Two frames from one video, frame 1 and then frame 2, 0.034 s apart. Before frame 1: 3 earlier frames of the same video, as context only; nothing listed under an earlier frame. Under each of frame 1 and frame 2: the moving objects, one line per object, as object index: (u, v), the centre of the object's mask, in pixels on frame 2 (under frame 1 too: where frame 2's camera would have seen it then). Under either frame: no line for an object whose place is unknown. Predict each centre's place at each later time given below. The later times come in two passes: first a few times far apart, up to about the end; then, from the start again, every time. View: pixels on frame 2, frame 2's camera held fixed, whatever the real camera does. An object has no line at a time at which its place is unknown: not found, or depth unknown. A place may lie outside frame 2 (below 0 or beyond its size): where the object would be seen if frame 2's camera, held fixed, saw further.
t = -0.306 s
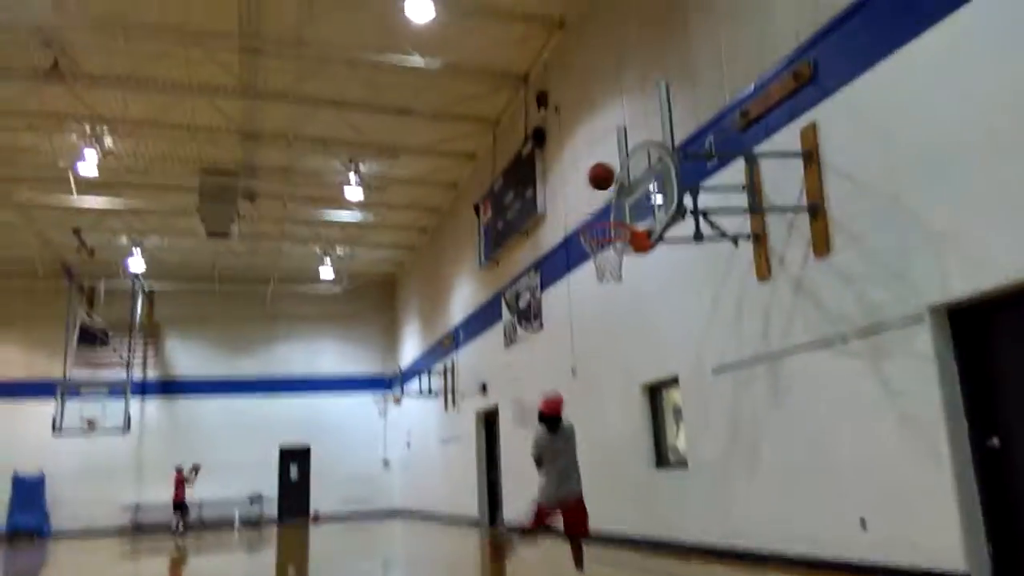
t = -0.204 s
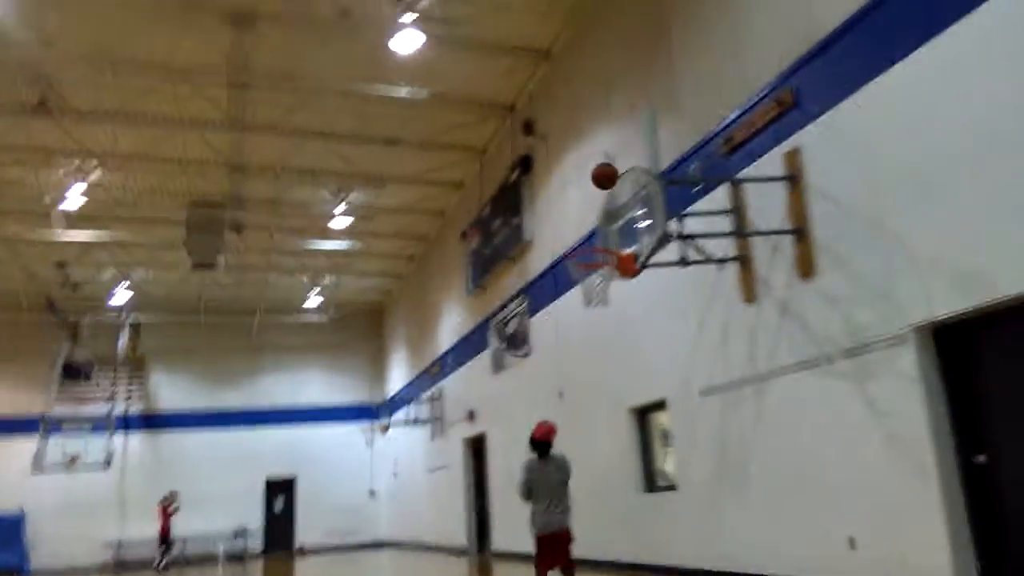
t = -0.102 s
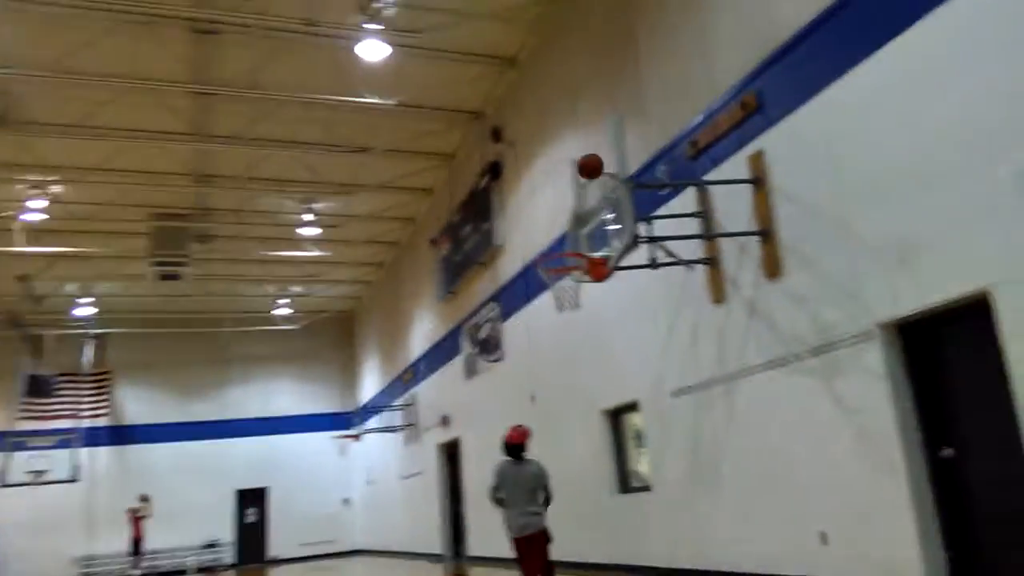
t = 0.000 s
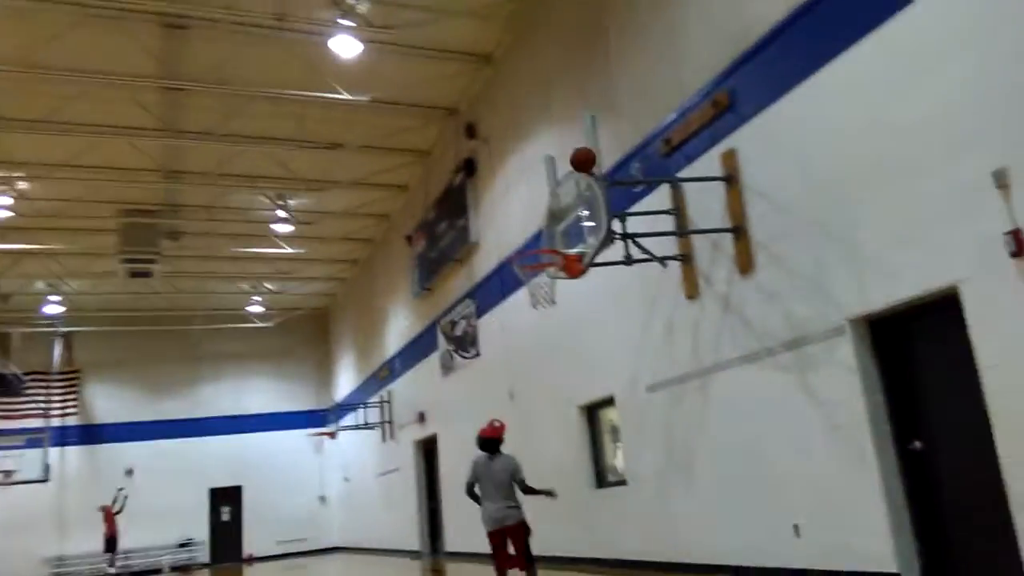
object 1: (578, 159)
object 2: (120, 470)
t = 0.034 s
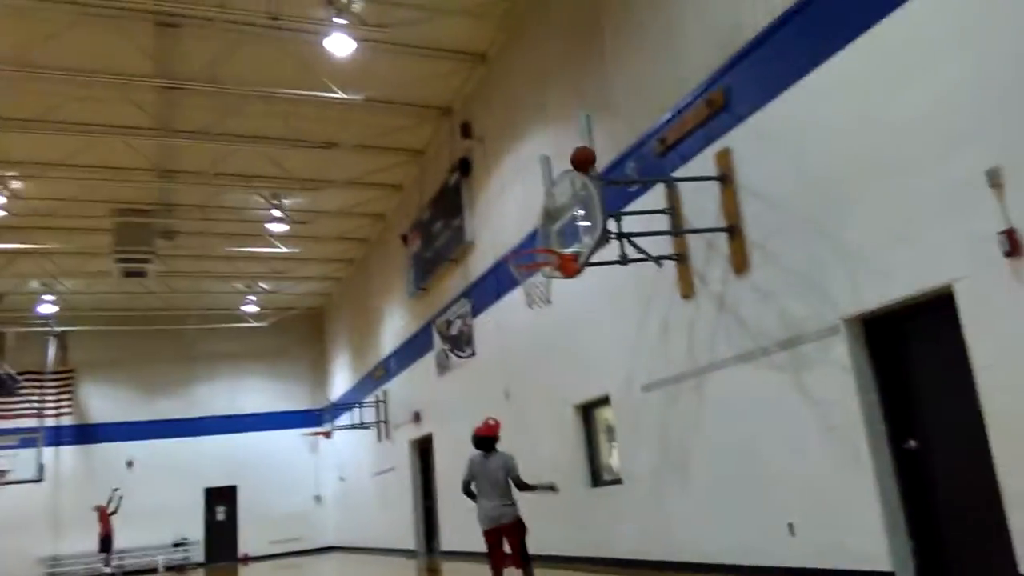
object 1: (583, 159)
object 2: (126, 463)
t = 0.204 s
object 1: (599, 157)
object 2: (152, 430)
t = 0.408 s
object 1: (624, 192)
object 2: (186, 401)
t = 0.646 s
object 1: (664, 292)
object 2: (225, 387)
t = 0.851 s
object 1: (712, 440)
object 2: (257, 390)
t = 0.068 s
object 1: (586, 157)
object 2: (132, 455)
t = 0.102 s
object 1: (589, 155)
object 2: (138, 448)
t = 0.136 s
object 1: (592, 155)
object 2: (144, 440)
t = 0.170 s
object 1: (596, 155)
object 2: (150, 433)
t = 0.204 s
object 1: (599, 157)
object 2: (152, 430)
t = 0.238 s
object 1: (603, 161)
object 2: (158, 422)
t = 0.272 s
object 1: (606, 163)
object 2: (166, 416)
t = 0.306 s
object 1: (611, 171)
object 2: (171, 412)
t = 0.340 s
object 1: (615, 175)
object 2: (176, 408)
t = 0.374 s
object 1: (619, 185)
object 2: (181, 404)
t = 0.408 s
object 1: (624, 192)
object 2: (186, 401)
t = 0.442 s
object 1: (629, 203)
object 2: (193, 397)
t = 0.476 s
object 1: (635, 214)
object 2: (198, 394)
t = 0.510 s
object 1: (641, 227)
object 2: (202, 392)
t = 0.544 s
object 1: (646, 242)
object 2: (208, 390)
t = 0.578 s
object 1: (653, 258)
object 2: (213, 388)
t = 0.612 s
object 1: (658, 274)
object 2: (219, 387)
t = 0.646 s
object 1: (664, 292)
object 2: (225, 387)
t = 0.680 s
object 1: (672, 313)
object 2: (230, 386)
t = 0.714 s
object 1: (680, 334)
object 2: (235, 387)
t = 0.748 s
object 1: (687, 359)
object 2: (242, 387)
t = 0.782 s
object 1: (695, 384)
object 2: (247, 387)
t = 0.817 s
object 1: (704, 411)
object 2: (252, 389)
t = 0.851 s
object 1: (712, 440)
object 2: (257, 390)
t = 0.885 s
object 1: (721, 470)
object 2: (263, 392)
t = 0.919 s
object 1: (731, 501)
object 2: (268, 395)
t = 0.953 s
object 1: (742, 536)
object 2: (273, 399)
